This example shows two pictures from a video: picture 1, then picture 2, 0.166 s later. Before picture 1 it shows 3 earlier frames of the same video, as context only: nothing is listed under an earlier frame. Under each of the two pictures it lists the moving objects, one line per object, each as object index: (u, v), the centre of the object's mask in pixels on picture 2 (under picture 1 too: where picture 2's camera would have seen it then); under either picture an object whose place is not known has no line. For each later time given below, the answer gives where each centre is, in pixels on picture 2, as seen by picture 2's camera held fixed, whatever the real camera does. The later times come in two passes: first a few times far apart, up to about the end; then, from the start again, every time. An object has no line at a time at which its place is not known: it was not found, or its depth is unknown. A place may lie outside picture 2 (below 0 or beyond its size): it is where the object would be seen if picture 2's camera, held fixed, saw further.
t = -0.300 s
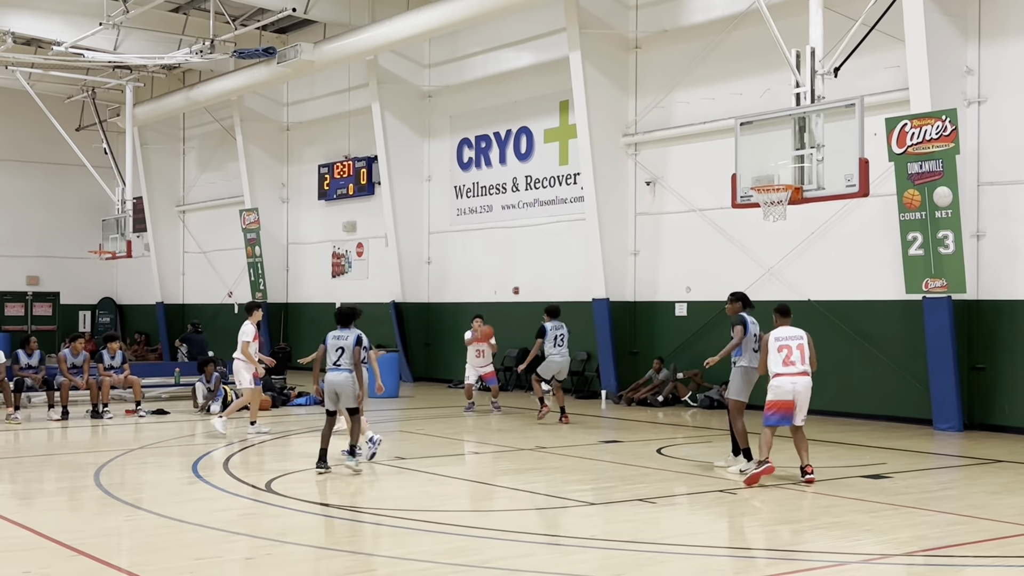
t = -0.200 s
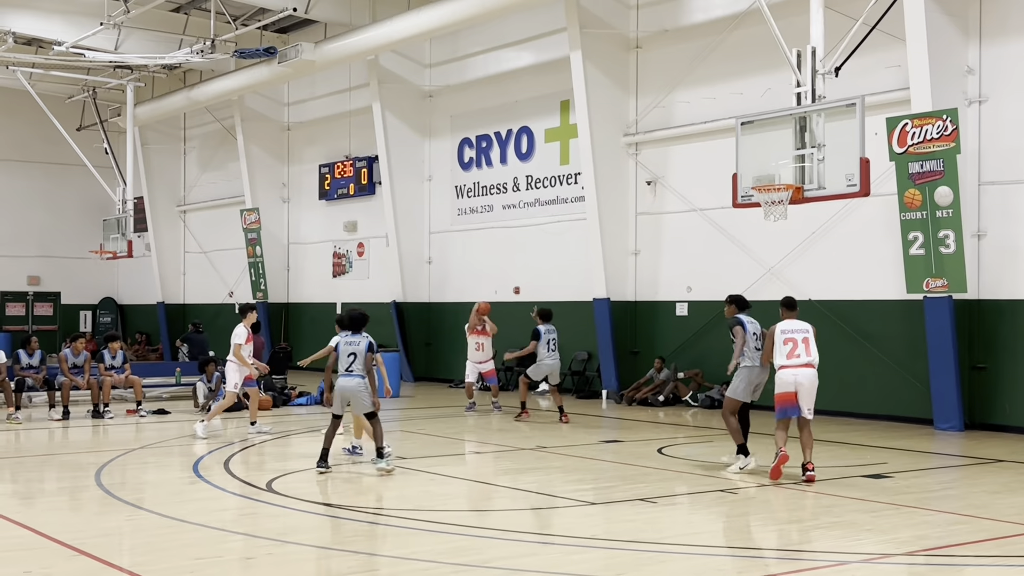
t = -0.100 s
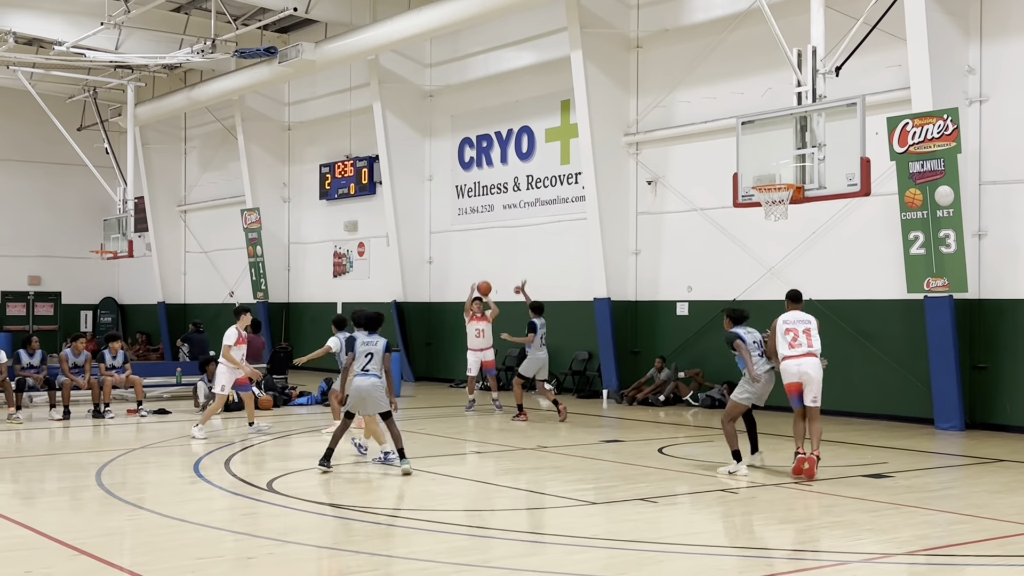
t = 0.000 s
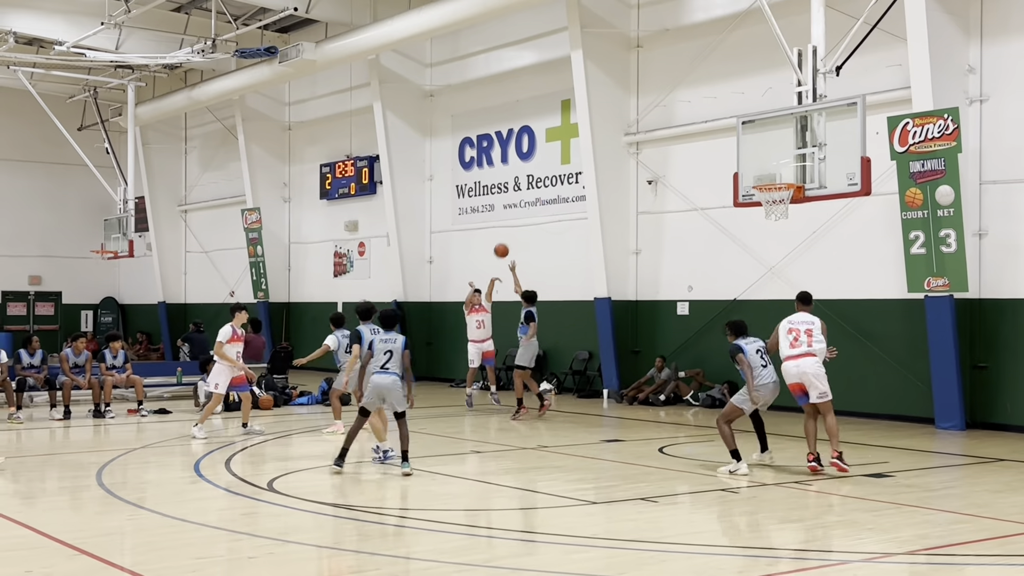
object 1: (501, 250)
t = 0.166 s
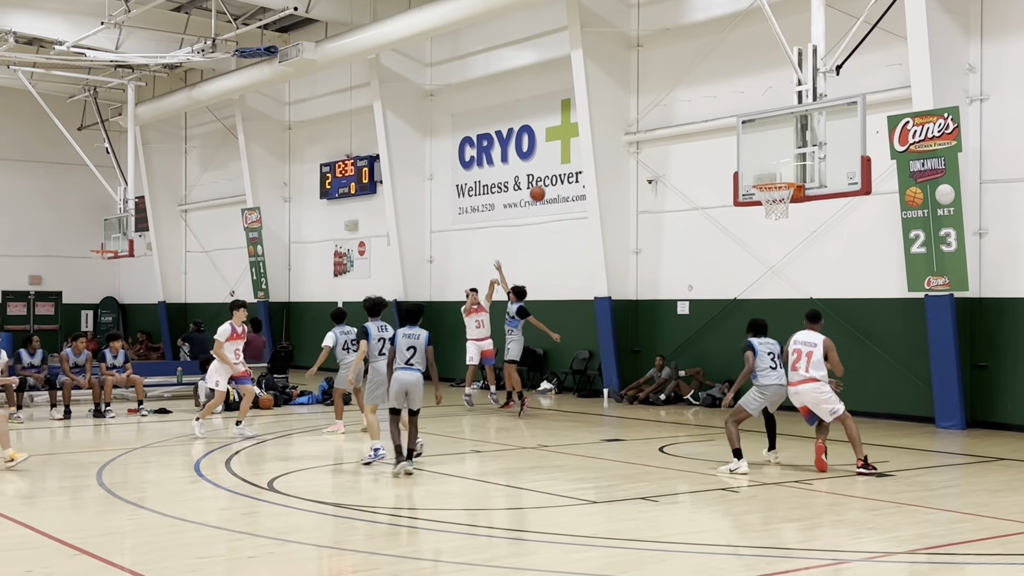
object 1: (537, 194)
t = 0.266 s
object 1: (560, 167)
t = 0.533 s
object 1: (625, 124)
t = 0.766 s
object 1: (689, 126)
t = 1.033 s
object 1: (694, 172)
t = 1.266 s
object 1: (629, 256)
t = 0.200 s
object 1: (545, 184)
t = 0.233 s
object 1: (553, 175)
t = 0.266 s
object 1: (560, 167)
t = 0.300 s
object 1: (568, 159)
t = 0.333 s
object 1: (576, 152)
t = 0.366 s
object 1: (583, 146)
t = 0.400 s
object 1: (592, 140)
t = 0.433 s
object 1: (600, 135)
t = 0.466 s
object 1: (608, 131)
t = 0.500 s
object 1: (617, 127)
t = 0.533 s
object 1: (625, 124)
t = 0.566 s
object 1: (634, 122)
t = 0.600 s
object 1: (643, 121)
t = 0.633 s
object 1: (652, 120)
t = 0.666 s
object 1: (661, 120)
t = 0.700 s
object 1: (670, 121)
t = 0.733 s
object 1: (679, 123)
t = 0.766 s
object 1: (689, 126)
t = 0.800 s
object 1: (699, 130)
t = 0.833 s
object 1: (709, 134)
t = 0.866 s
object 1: (719, 139)
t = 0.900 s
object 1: (728, 145)
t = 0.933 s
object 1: (721, 151)
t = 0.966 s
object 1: (712, 157)
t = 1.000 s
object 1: (703, 164)
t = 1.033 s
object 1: (694, 172)
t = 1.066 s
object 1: (685, 181)
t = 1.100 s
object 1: (676, 191)
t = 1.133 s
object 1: (666, 202)
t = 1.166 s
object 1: (657, 214)
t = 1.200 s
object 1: (648, 227)
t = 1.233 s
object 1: (639, 241)
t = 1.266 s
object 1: (629, 256)
